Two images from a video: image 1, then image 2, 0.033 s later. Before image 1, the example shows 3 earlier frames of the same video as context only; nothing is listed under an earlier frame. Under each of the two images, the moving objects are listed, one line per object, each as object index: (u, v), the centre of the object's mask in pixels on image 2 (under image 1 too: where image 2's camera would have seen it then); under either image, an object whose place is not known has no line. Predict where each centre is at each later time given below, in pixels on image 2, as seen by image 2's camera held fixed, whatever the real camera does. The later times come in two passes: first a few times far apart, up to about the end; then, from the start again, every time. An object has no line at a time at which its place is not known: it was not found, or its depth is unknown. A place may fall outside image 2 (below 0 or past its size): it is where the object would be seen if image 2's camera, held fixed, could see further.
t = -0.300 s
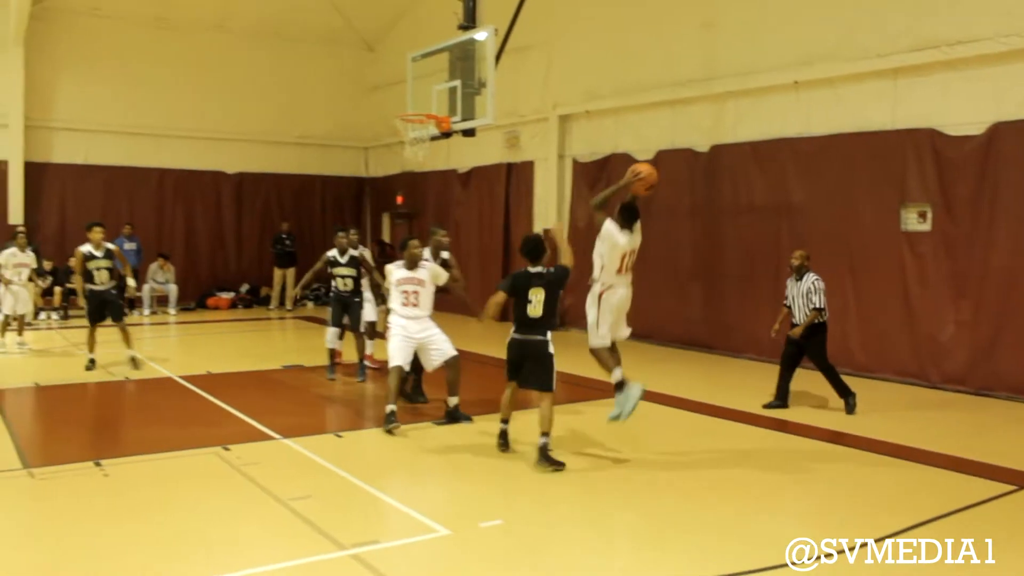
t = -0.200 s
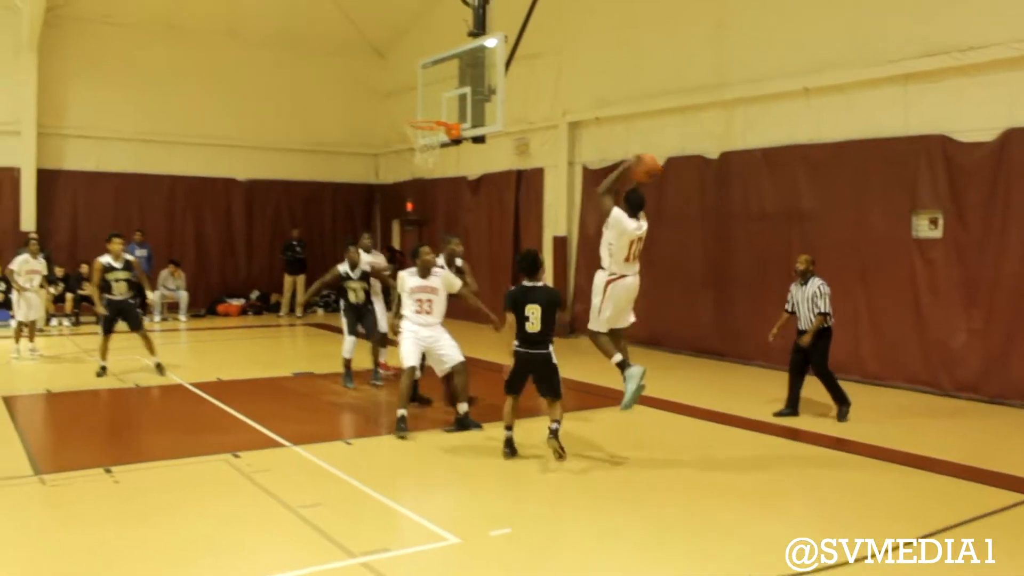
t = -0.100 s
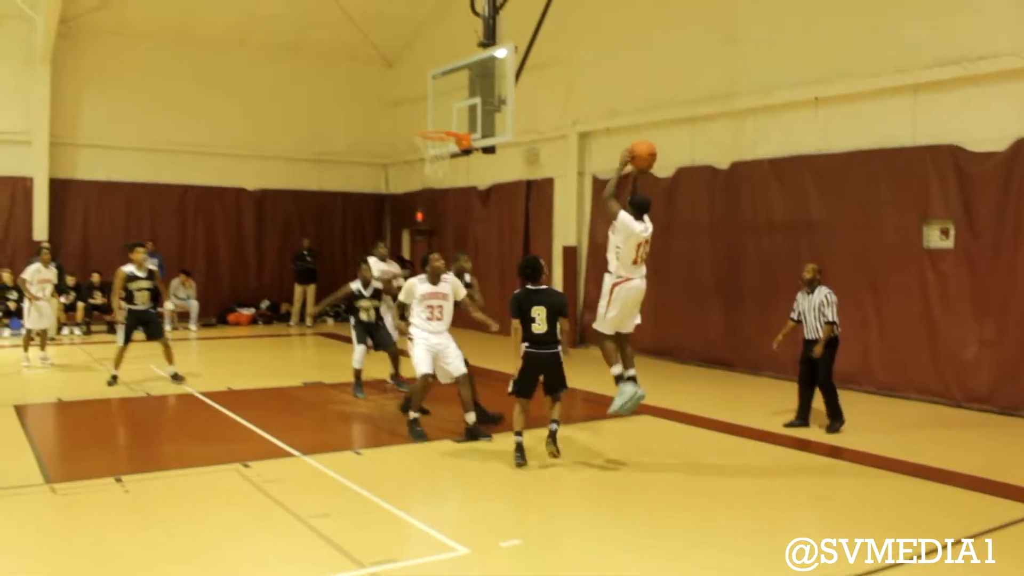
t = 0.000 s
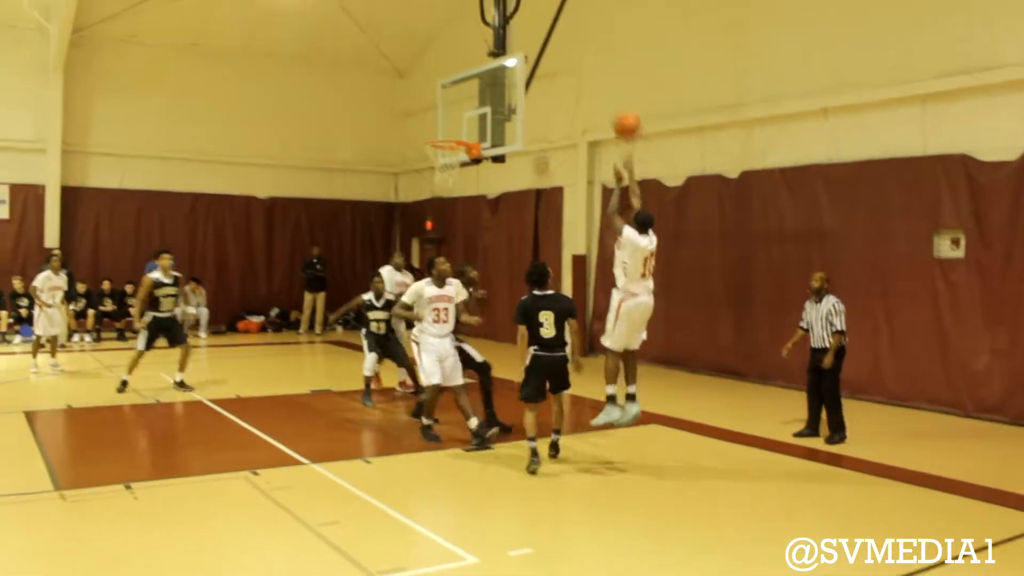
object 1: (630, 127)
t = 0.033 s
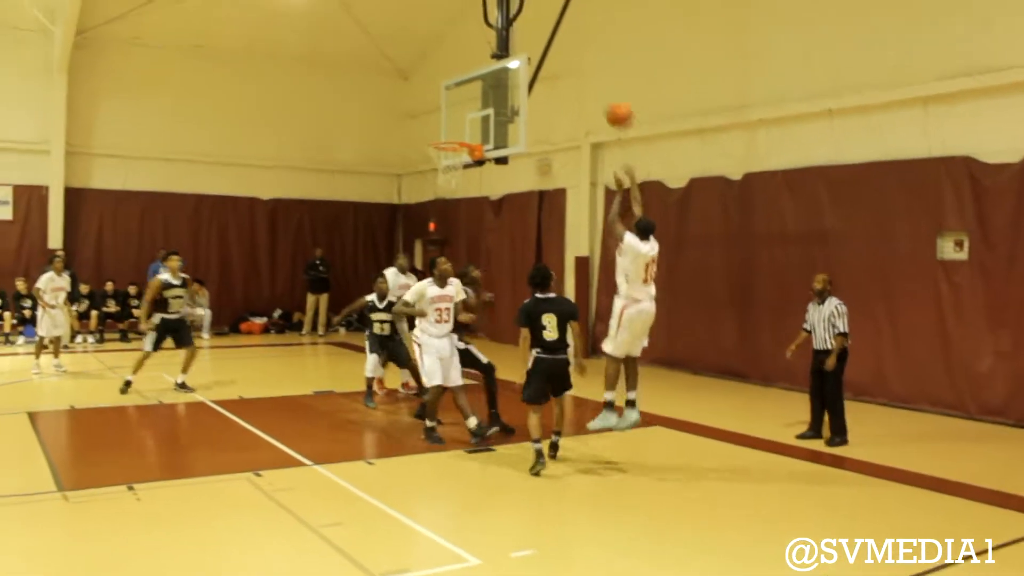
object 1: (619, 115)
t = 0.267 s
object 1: (551, 64)
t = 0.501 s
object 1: (497, 73)
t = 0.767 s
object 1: (445, 135)
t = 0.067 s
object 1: (608, 102)
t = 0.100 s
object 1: (598, 92)
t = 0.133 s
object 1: (588, 84)
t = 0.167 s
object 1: (579, 77)
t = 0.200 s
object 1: (569, 72)
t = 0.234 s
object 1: (560, 67)
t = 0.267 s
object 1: (551, 64)
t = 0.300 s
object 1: (544, 62)
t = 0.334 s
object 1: (535, 61)
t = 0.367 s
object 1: (527, 61)
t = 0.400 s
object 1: (519, 63)
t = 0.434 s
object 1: (511, 65)
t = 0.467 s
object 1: (503, 68)
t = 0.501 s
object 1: (497, 73)
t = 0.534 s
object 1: (490, 78)
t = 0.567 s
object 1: (483, 84)
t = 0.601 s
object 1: (476, 90)
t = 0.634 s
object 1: (470, 99)
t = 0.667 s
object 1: (463, 107)
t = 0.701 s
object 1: (458, 117)
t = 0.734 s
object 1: (451, 126)
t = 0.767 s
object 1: (445, 135)
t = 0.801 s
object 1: (445, 130)
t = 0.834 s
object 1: (445, 120)
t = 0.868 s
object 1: (444, 111)
